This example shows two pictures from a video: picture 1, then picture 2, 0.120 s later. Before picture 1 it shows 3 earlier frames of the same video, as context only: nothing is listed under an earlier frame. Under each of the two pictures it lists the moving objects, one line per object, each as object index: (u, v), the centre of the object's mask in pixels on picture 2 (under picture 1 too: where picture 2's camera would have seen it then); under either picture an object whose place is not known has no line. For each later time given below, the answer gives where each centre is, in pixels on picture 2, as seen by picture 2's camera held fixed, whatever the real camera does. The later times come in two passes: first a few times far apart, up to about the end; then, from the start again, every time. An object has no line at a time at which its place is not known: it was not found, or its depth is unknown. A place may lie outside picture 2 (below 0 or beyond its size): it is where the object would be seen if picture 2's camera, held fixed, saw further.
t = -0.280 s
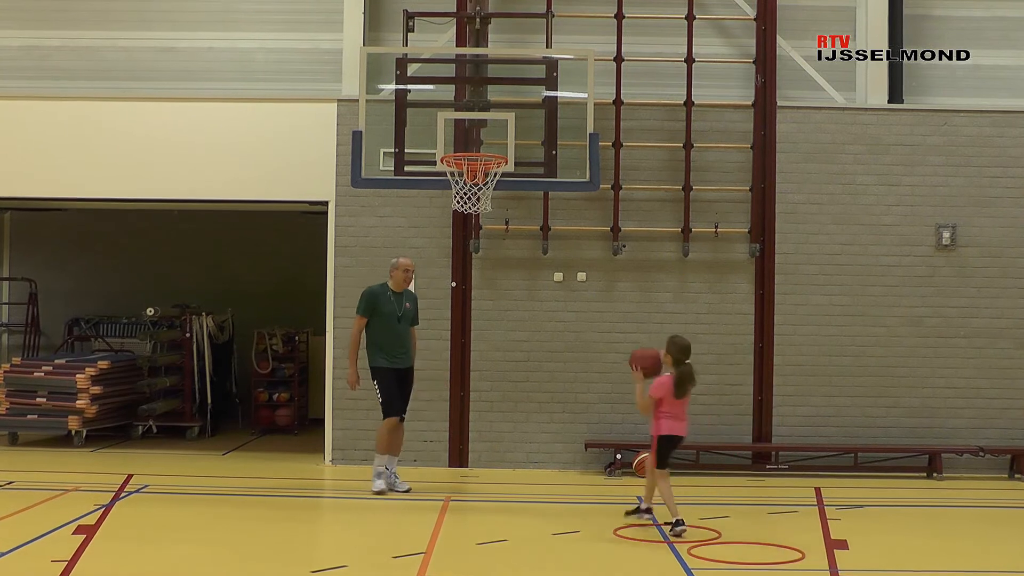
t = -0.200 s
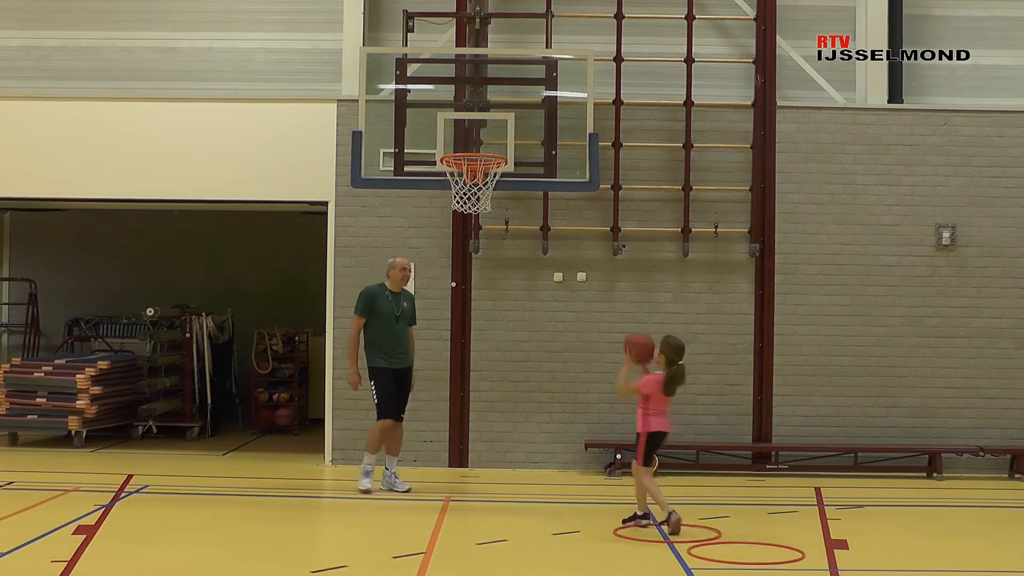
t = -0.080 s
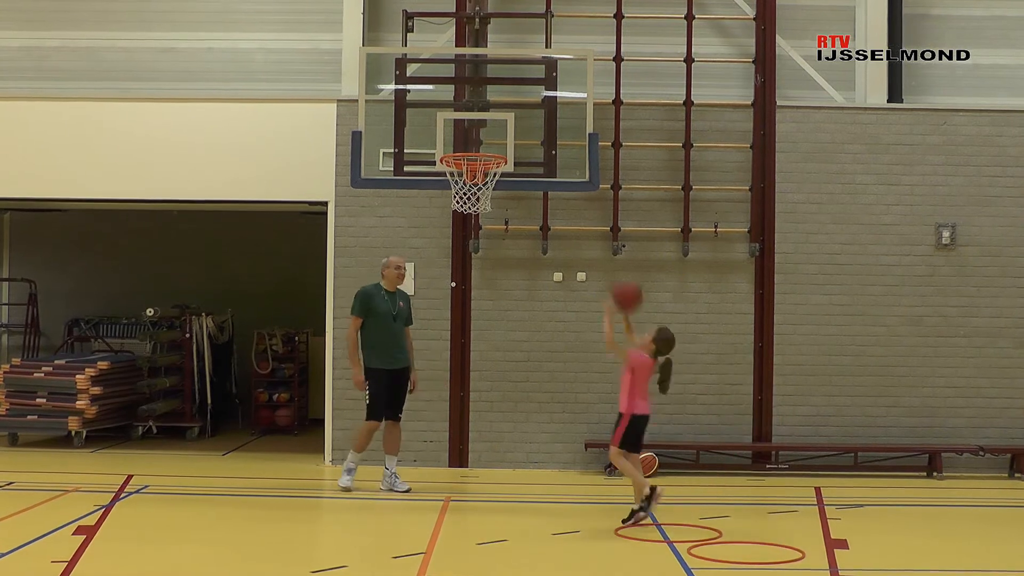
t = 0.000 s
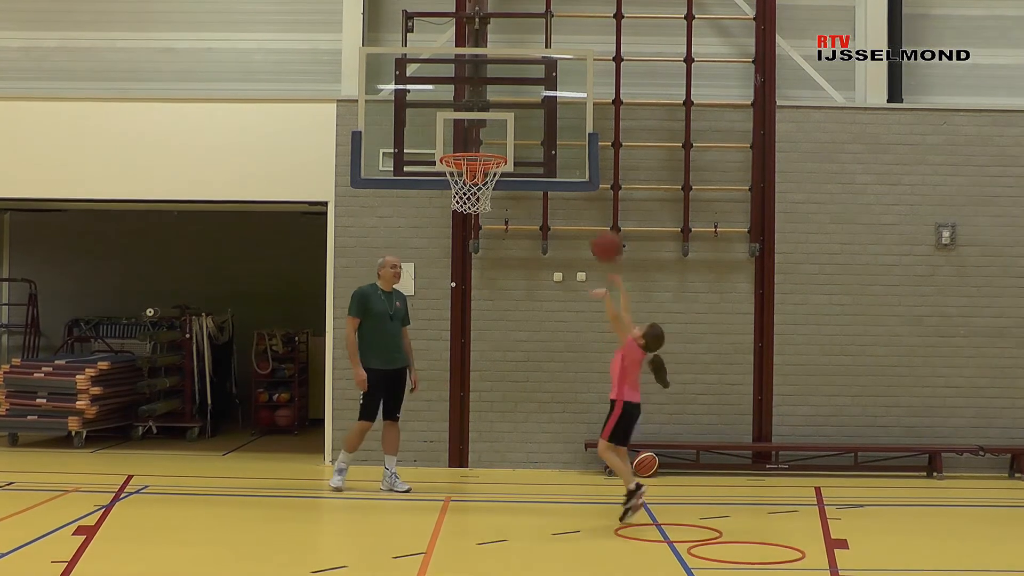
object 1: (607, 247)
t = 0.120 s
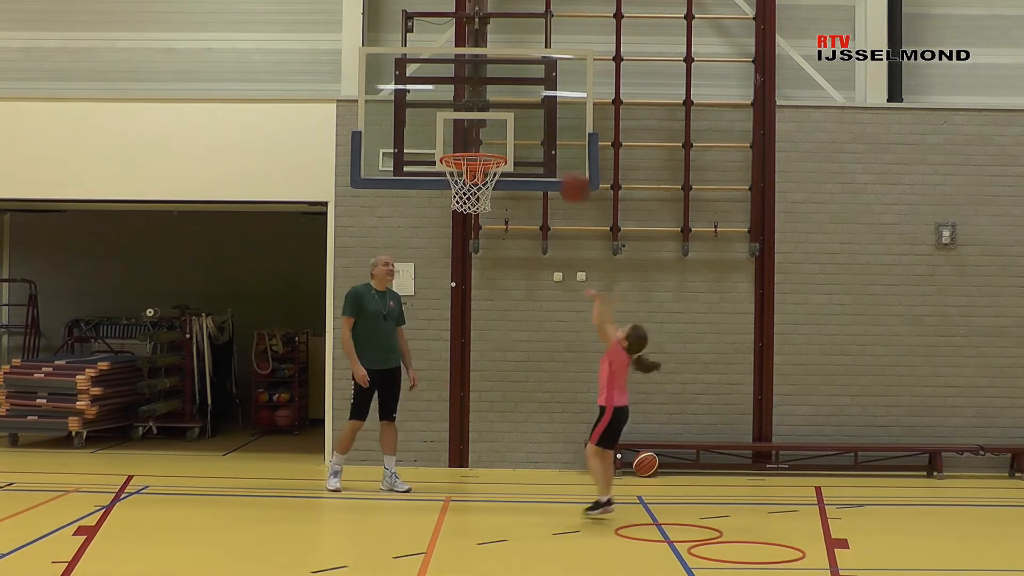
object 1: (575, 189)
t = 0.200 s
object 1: (553, 160)
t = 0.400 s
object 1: (502, 131)
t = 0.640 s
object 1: (463, 137)
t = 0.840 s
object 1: (473, 125)
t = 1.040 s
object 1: (479, 135)
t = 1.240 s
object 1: (482, 146)
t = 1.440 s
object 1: (485, 201)
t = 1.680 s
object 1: (488, 347)
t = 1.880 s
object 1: (490, 508)
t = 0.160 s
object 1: (564, 172)
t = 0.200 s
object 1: (553, 160)
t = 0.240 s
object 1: (544, 151)
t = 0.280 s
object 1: (533, 142)
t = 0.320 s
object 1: (523, 136)
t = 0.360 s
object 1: (513, 132)
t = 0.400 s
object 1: (502, 131)
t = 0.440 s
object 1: (492, 131)
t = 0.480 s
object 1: (484, 133)
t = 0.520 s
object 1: (473, 138)
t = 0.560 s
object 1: (464, 142)
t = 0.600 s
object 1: (459, 143)
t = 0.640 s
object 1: (463, 137)
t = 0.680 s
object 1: (465, 132)
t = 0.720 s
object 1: (466, 128)
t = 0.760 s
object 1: (468, 126)
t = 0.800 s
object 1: (470, 125)
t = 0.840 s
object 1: (473, 125)
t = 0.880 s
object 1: (475, 130)
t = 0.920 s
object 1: (477, 135)
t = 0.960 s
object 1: (479, 138)
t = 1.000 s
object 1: (479, 136)
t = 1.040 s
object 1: (479, 135)
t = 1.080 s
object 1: (479, 136)
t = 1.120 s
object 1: (480, 139)
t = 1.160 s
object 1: (480, 140)
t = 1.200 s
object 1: (481, 142)
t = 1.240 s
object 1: (482, 146)
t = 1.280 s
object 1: (482, 153)
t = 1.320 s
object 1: (482, 161)
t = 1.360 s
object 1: (483, 172)
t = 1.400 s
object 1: (484, 185)
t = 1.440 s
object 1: (485, 201)
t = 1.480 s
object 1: (486, 220)
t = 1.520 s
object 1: (486, 241)
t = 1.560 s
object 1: (487, 265)
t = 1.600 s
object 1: (487, 289)
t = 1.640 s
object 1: (487, 316)
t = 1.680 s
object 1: (488, 347)
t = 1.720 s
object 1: (488, 378)
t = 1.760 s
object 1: (488, 414)
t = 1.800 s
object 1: (489, 450)
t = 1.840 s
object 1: (488, 490)
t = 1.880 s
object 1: (490, 508)
